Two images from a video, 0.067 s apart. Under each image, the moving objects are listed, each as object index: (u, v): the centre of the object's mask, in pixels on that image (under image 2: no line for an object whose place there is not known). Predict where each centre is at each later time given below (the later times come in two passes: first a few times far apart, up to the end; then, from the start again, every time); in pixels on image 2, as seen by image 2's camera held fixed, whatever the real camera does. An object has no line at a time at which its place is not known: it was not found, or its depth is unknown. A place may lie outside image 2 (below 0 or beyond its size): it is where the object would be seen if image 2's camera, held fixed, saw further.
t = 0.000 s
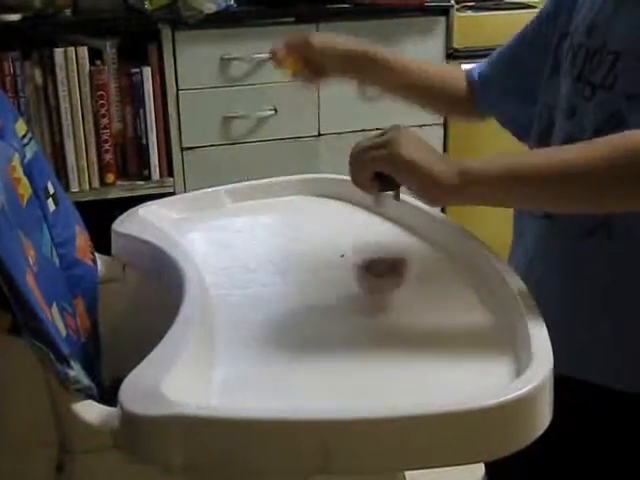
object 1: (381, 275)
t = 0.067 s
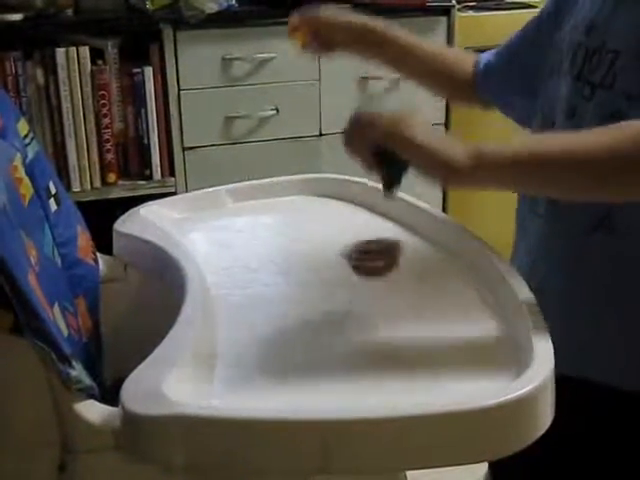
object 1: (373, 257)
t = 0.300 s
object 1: (327, 330)
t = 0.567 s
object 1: (267, 360)
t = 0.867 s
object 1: (226, 381)
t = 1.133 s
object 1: (212, 363)
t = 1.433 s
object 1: (220, 337)
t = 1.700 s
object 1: (268, 284)
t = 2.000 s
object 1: (347, 225)
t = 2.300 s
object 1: (342, 197)
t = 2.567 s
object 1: (261, 192)
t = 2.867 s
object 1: (237, 219)
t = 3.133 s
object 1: (230, 231)
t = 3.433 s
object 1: (226, 239)
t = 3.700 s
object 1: (231, 244)
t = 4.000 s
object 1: (249, 245)
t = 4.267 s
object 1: (268, 243)
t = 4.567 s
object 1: (295, 237)
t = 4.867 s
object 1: (327, 232)
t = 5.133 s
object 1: (362, 227)
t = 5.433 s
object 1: (408, 224)
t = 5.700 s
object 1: (400, 231)
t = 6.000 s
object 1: (372, 238)
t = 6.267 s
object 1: (360, 241)
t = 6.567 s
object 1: (357, 240)
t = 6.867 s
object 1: (367, 235)
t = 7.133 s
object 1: (382, 229)
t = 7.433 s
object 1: (416, 225)
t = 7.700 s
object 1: (402, 227)
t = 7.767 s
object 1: (399, 227)
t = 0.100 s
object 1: (368, 260)
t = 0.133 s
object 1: (364, 274)
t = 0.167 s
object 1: (362, 303)
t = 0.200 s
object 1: (352, 311)
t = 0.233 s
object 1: (345, 317)
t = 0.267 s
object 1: (337, 326)
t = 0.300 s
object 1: (327, 330)
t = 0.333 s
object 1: (321, 334)
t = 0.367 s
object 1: (314, 338)
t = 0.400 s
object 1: (308, 343)
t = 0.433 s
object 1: (300, 346)
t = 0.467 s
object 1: (292, 350)
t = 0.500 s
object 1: (284, 353)
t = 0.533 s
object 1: (276, 357)
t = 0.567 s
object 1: (267, 360)
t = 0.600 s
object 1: (257, 363)
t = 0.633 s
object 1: (246, 367)
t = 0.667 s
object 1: (236, 369)
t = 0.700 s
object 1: (224, 372)
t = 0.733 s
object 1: (212, 375)
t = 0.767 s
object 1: (205, 376)
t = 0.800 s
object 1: (207, 376)
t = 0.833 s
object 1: (215, 379)
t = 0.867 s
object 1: (226, 381)
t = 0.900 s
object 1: (237, 380)
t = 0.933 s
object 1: (242, 379)
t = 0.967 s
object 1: (242, 378)
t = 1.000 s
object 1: (240, 376)
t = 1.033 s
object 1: (234, 374)
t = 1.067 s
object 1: (226, 370)
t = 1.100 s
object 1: (218, 367)
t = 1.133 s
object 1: (212, 363)
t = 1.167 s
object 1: (212, 362)
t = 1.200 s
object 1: (217, 363)
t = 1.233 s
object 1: (221, 361)
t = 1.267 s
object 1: (220, 359)
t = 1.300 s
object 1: (219, 355)
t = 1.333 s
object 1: (217, 351)
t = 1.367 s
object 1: (217, 346)
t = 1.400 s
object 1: (218, 342)
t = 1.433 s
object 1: (220, 337)
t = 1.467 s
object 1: (223, 332)
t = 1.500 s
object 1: (228, 325)
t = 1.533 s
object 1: (233, 319)
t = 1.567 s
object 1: (239, 313)
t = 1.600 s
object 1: (245, 306)
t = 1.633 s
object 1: (253, 299)
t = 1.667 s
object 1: (260, 291)
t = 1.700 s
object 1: (268, 284)
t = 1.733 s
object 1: (276, 276)
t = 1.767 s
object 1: (284, 269)
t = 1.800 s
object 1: (292, 262)
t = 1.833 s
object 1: (301, 254)
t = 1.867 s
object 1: (310, 248)
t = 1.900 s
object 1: (318, 241)
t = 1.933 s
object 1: (328, 235)
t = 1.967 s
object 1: (337, 229)
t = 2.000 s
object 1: (347, 225)
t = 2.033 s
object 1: (356, 219)
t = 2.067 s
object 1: (365, 215)
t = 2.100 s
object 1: (374, 209)
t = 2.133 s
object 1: (382, 204)
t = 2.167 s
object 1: (376, 197)
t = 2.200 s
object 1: (370, 196)
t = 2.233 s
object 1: (362, 198)
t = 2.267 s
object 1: (353, 196)
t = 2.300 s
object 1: (342, 197)
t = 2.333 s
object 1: (329, 196)
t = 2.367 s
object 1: (317, 195)
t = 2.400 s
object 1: (307, 194)
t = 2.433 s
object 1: (295, 193)
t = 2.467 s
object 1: (284, 192)
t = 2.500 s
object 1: (273, 191)
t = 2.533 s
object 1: (264, 190)
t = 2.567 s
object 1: (261, 192)
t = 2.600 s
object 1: (257, 195)
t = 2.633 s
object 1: (253, 200)
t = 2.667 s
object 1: (249, 201)
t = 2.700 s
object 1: (247, 205)
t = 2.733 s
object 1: (245, 208)
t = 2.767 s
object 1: (243, 211)
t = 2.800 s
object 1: (242, 215)
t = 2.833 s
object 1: (240, 218)
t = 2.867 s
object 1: (237, 219)
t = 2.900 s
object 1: (236, 221)
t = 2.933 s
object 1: (234, 222)
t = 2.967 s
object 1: (233, 224)
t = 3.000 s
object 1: (232, 227)
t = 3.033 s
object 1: (231, 228)
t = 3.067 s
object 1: (231, 229)
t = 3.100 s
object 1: (230, 230)
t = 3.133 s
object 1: (230, 231)
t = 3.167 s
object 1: (229, 232)
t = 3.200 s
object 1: (228, 233)
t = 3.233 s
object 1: (227, 234)
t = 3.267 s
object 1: (227, 235)
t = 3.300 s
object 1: (227, 236)
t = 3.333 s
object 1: (226, 236)
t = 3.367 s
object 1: (226, 237)
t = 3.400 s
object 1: (226, 238)
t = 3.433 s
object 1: (226, 239)
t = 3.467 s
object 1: (226, 240)
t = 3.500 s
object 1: (226, 240)
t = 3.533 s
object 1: (226, 241)
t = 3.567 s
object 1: (227, 242)
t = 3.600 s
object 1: (228, 243)
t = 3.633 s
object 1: (229, 243)
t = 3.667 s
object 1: (230, 244)
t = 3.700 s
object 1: (231, 244)
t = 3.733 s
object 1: (233, 244)
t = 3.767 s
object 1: (235, 245)
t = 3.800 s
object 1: (237, 245)
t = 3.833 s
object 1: (238, 245)
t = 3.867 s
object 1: (240, 245)
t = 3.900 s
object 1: (242, 245)
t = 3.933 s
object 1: (244, 245)
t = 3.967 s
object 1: (246, 246)
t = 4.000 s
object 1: (249, 245)
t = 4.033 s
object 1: (251, 246)
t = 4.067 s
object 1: (254, 245)
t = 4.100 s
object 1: (256, 245)
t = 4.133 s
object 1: (258, 245)
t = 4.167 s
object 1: (261, 244)
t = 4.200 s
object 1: (263, 244)
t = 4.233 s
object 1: (265, 244)
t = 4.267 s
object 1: (268, 243)
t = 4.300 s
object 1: (271, 243)
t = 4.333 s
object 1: (274, 242)
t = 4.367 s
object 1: (277, 241)
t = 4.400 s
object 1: (280, 241)
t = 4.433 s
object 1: (283, 240)
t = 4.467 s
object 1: (286, 239)
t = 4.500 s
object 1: (289, 239)
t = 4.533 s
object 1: (292, 238)
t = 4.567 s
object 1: (295, 237)
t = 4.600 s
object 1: (298, 237)
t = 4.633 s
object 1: (301, 236)
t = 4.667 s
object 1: (303, 235)
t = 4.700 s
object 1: (307, 235)
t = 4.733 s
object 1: (311, 234)
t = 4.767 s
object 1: (315, 234)
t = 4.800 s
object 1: (319, 233)
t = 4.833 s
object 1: (323, 232)
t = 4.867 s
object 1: (327, 232)
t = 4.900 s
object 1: (331, 231)
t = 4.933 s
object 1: (336, 230)
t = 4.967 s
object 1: (340, 230)
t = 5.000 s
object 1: (344, 229)
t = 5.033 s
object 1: (349, 229)
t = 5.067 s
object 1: (353, 227)
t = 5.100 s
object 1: (358, 227)
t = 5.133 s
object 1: (362, 227)
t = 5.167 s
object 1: (367, 226)
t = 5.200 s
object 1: (372, 226)
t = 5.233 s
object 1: (377, 226)
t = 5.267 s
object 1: (382, 225)
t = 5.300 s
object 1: (387, 225)
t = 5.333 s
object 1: (393, 225)
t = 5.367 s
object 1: (397, 224)
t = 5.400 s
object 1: (403, 225)
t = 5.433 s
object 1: (408, 224)
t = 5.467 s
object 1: (414, 225)
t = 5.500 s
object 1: (419, 224)
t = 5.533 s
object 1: (417, 224)
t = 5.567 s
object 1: (412, 225)
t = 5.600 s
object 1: (409, 227)
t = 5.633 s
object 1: (406, 228)
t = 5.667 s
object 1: (403, 229)
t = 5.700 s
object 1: (400, 231)
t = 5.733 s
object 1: (396, 232)
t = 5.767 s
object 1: (393, 232)
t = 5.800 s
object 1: (390, 233)
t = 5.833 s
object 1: (387, 234)
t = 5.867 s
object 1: (384, 235)
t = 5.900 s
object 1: (381, 236)
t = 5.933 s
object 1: (378, 236)
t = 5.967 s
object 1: (375, 237)
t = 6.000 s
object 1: (372, 238)
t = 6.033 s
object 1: (371, 238)
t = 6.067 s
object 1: (369, 238)
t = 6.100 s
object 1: (367, 239)
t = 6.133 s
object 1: (365, 240)
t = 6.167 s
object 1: (364, 240)
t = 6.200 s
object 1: (362, 241)
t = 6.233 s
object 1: (361, 241)
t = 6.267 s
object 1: (360, 241)
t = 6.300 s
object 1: (359, 241)
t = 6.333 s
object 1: (359, 241)
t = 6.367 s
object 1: (358, 241)
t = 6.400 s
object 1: (358, 241)
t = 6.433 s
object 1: (357, 240)
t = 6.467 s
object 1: (357, 240)
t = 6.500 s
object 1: (357, 240)
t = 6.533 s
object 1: (357, 240)
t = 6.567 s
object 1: (357, 240)
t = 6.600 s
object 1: (358, 240)
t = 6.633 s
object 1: (359, 239)
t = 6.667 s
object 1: (359, 238)
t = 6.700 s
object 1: (360, 238)
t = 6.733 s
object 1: (361, 238)
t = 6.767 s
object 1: (363, 237)
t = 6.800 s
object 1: (364, 236)
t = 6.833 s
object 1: (366, 235)
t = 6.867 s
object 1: (367, 235)
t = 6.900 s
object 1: (368, 234)
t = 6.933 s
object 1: (370, 233)
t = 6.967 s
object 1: (371, 233)
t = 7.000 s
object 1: (372, 232)
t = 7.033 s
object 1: (375, 232)
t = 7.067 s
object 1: (377, 231)
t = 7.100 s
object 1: (379, 230)
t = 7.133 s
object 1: (382, 229)
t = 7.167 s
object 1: (385, 229)
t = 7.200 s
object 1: (388, 228)
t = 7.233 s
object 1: (392, 228)
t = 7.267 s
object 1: (396, 227)
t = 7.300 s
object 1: (400, 227)
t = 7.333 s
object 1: (403, 226)
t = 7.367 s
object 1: (407, 226)
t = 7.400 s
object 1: (411, 225)
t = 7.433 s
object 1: (416, 225)
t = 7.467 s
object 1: (416, 225)
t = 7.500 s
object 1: (414, 225)
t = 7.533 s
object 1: (412, 225)
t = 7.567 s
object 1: (410, 226)
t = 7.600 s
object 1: (407, 226)
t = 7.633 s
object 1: (406, 226)
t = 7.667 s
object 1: (405, 227)
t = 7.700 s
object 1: (402, 227)
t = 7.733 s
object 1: (401, 227)
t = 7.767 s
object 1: (399, 227)
